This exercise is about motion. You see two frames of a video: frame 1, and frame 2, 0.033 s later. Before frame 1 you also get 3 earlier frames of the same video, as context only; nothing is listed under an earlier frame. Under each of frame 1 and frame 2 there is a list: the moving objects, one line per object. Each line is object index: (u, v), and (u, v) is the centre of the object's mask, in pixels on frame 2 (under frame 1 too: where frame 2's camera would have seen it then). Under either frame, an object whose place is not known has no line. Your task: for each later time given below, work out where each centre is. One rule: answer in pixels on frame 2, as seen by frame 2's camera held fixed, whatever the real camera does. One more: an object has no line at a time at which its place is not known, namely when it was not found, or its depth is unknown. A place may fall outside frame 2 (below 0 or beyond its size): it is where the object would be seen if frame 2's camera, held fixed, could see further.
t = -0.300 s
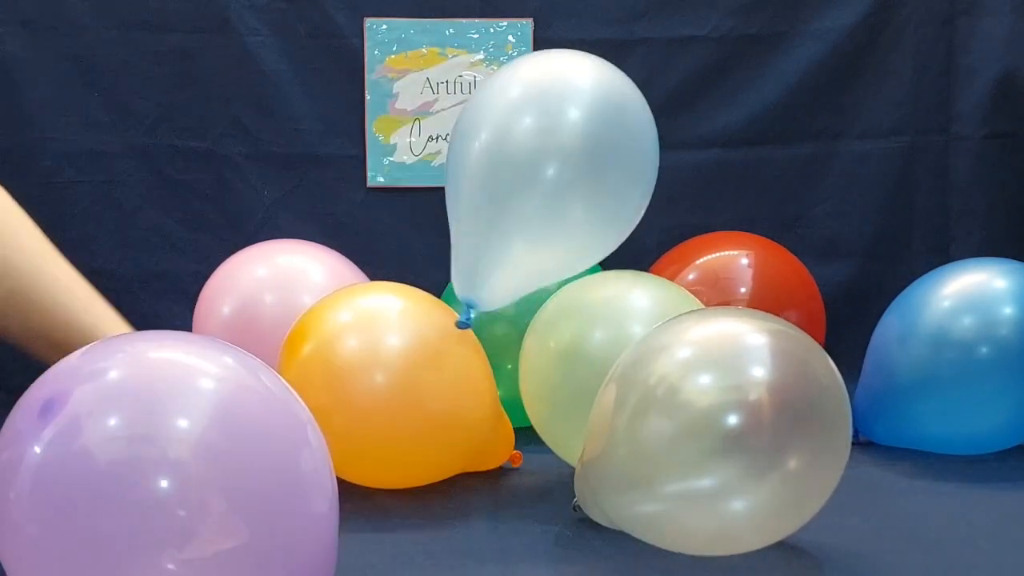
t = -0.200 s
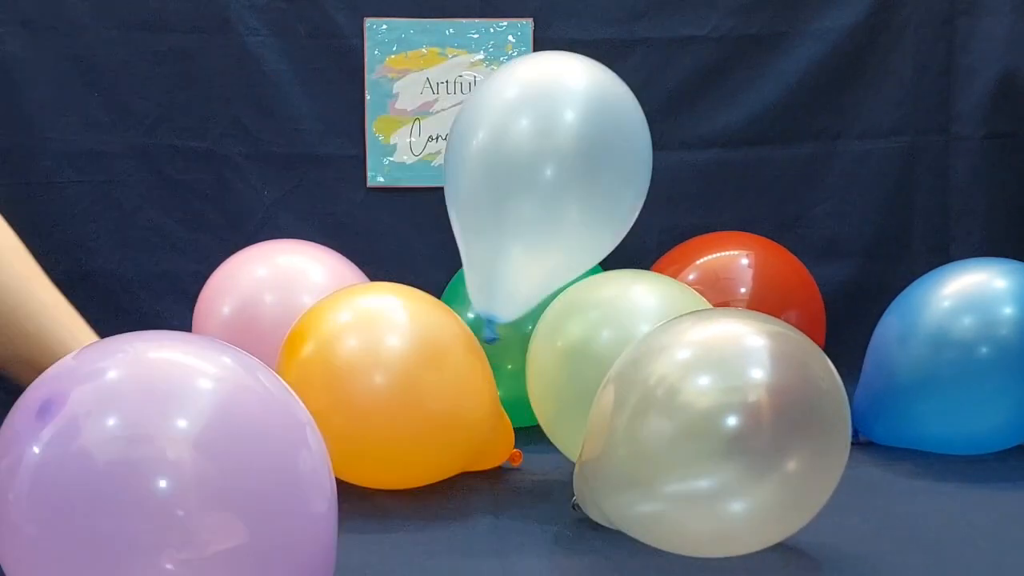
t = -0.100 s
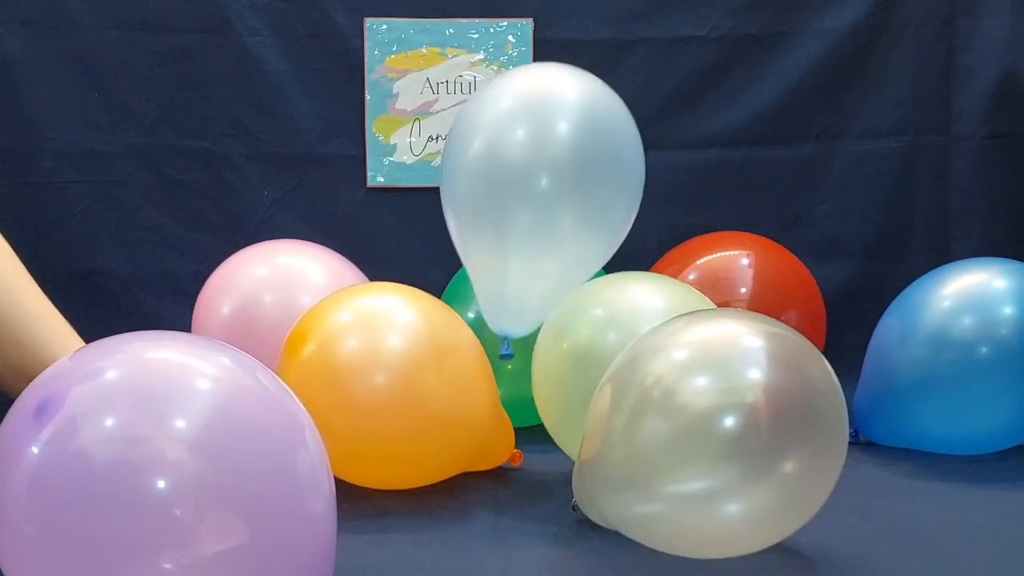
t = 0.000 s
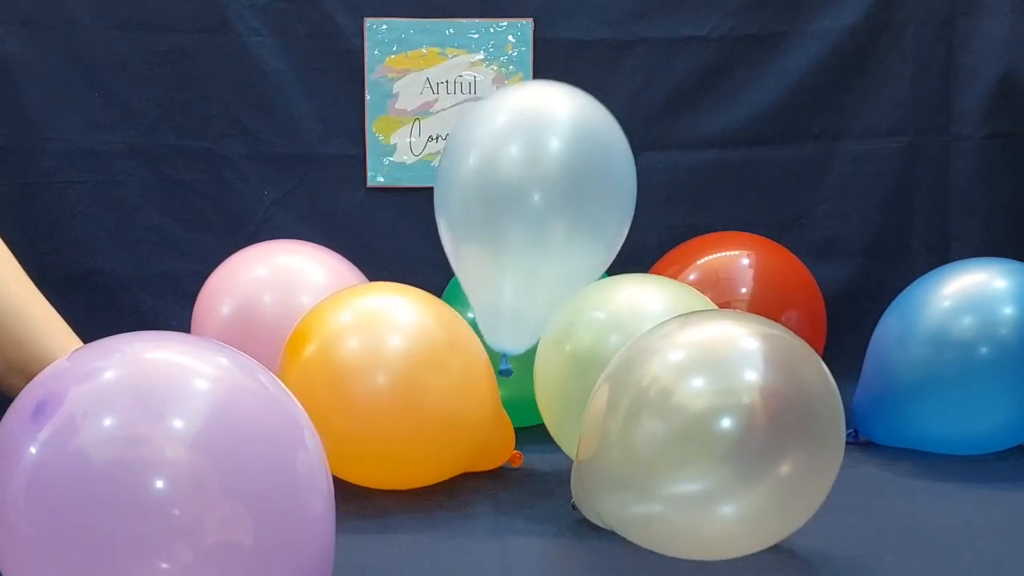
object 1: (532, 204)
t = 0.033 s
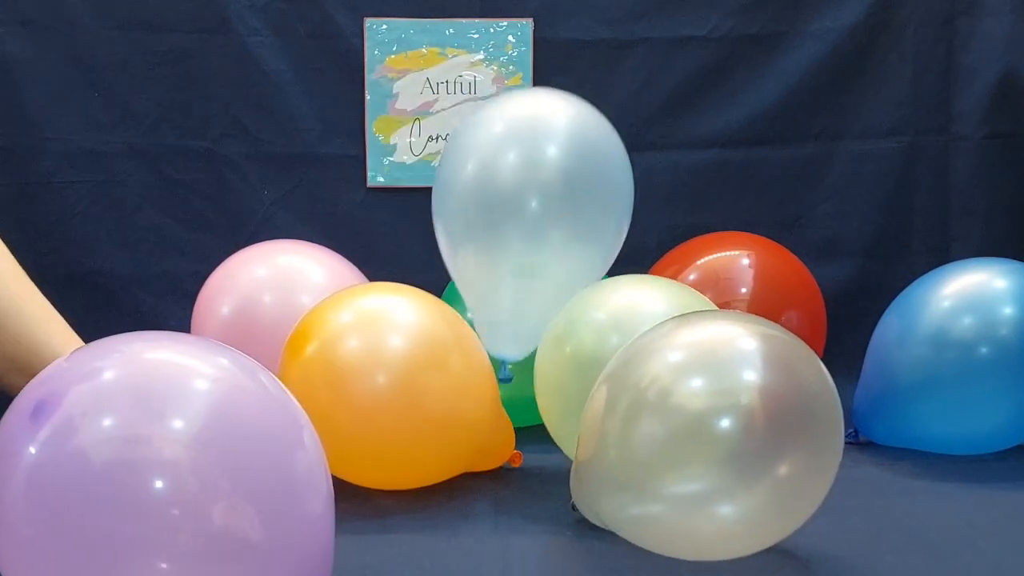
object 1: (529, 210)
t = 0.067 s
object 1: (527, 218)
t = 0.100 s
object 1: (524, 224)
